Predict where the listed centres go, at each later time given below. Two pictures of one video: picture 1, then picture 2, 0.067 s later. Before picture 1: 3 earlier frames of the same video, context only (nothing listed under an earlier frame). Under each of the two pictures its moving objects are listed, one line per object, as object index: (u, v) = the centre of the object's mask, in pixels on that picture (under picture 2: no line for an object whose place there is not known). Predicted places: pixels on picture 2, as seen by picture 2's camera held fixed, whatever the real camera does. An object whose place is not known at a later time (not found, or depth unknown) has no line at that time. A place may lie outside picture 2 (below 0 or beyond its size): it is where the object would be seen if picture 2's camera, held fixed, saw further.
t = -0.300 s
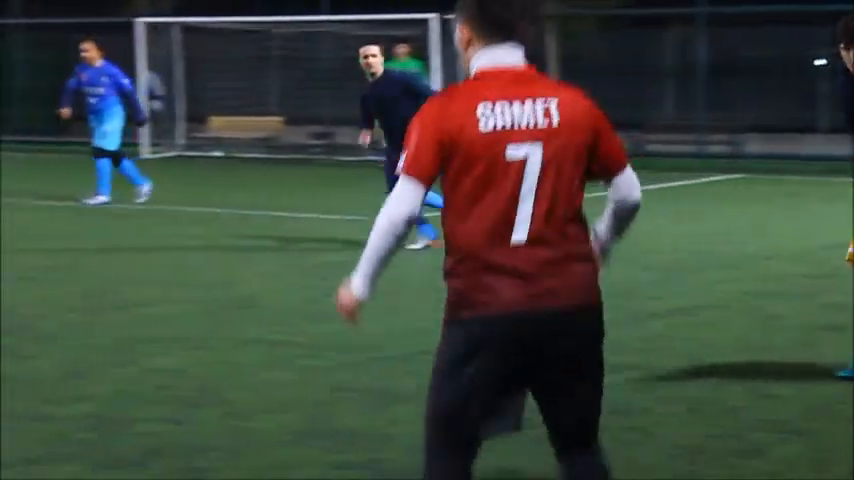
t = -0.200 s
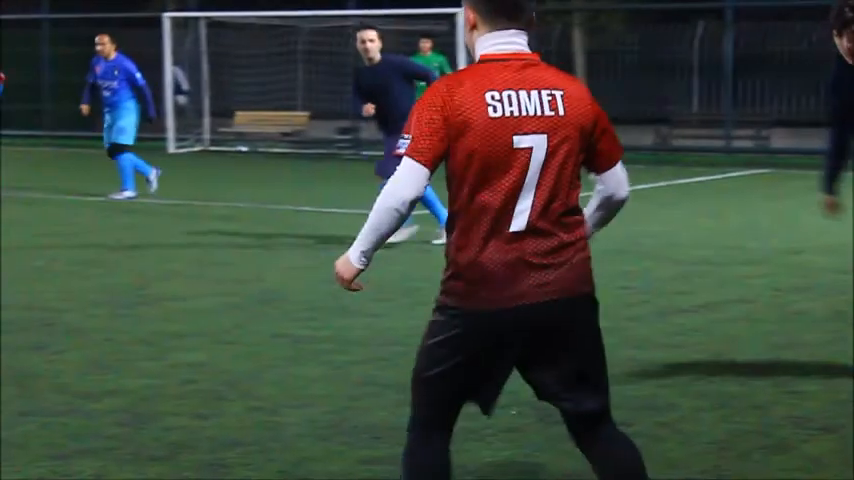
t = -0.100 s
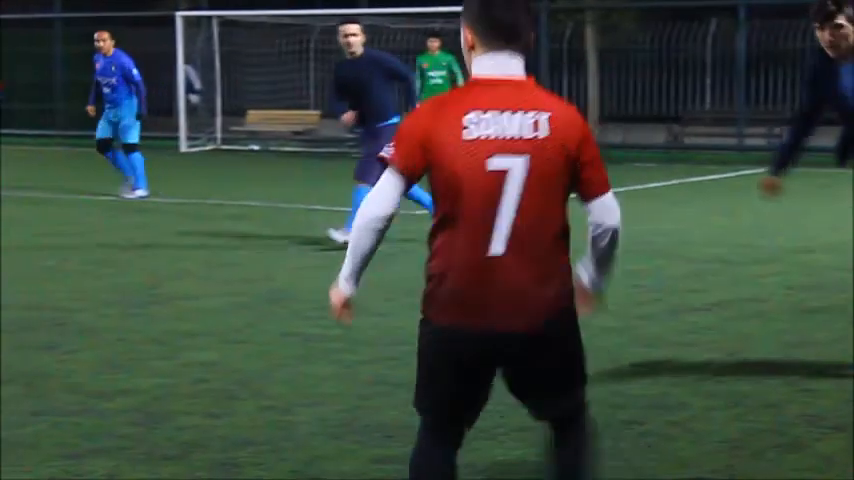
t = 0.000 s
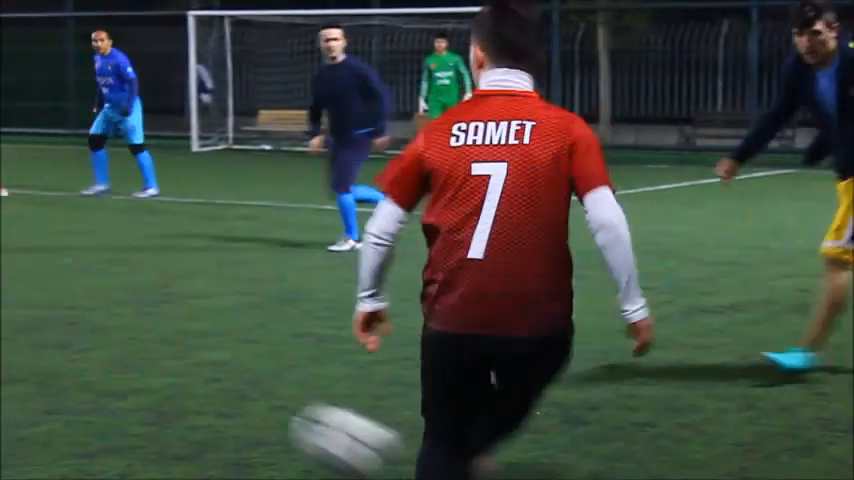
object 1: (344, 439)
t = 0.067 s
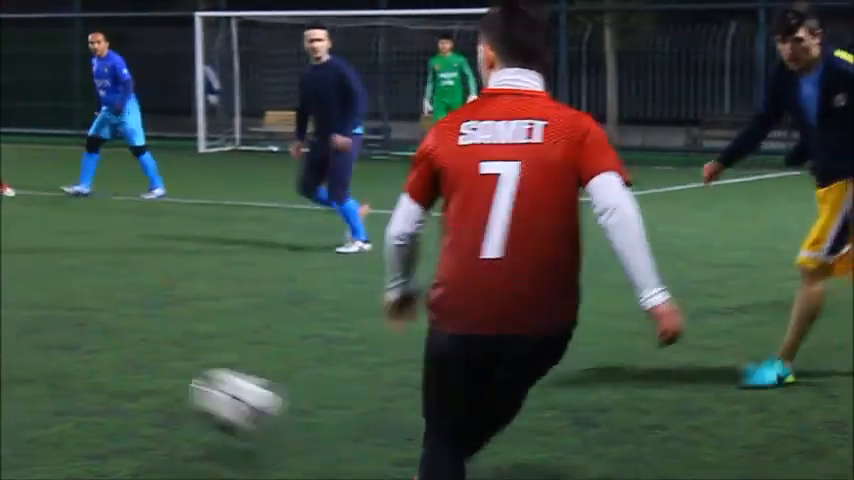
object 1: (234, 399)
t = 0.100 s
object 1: (182, 386)
